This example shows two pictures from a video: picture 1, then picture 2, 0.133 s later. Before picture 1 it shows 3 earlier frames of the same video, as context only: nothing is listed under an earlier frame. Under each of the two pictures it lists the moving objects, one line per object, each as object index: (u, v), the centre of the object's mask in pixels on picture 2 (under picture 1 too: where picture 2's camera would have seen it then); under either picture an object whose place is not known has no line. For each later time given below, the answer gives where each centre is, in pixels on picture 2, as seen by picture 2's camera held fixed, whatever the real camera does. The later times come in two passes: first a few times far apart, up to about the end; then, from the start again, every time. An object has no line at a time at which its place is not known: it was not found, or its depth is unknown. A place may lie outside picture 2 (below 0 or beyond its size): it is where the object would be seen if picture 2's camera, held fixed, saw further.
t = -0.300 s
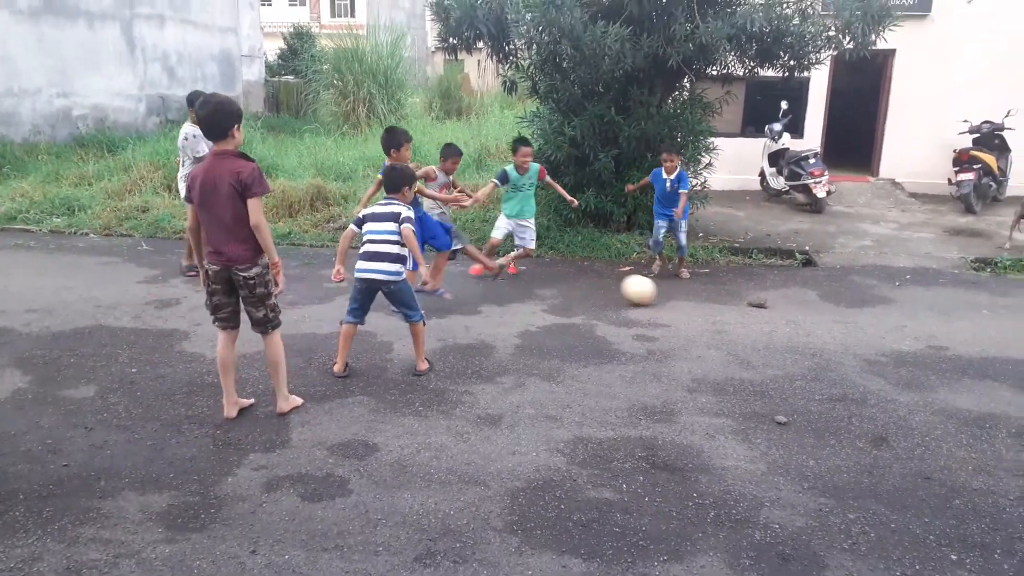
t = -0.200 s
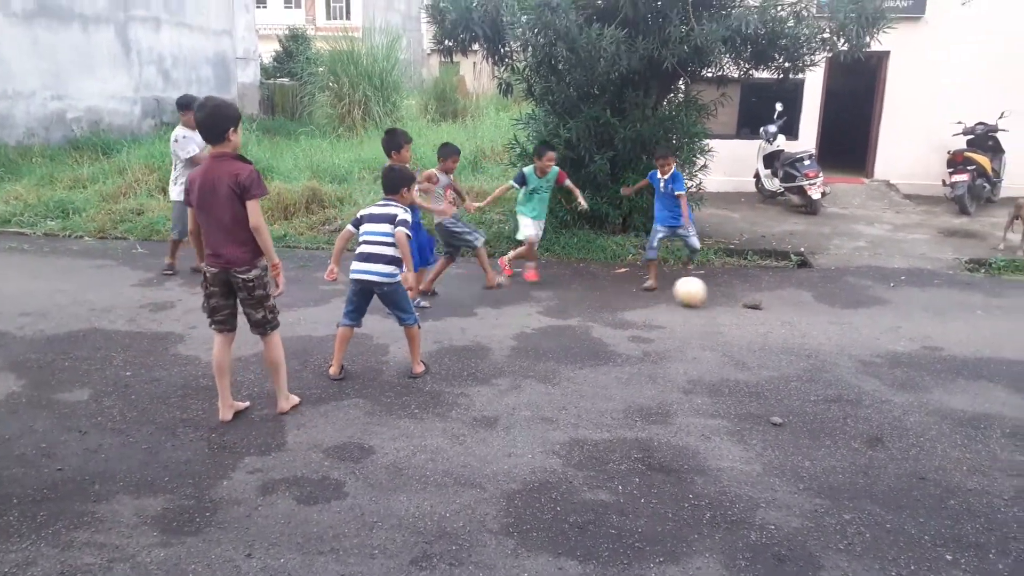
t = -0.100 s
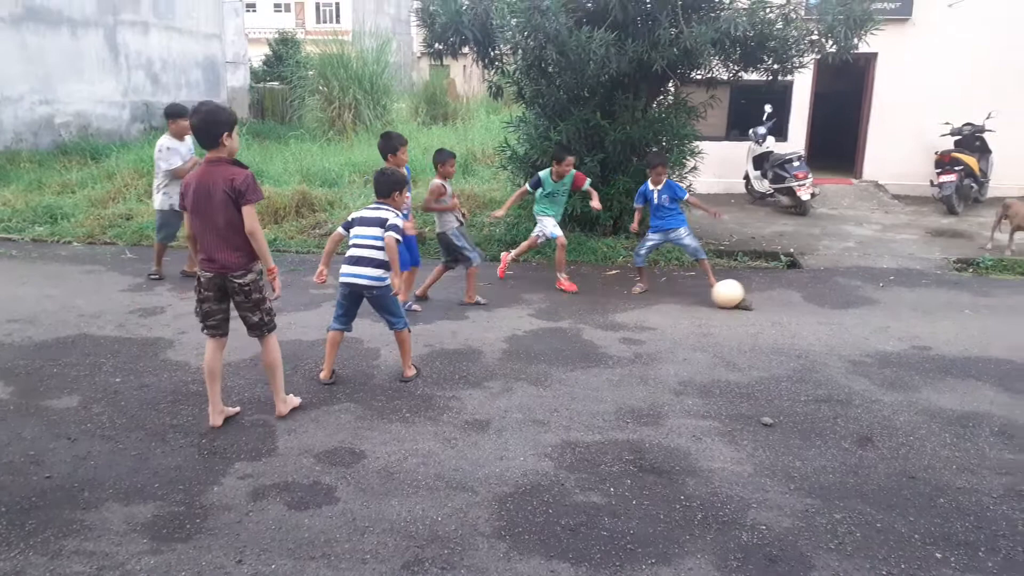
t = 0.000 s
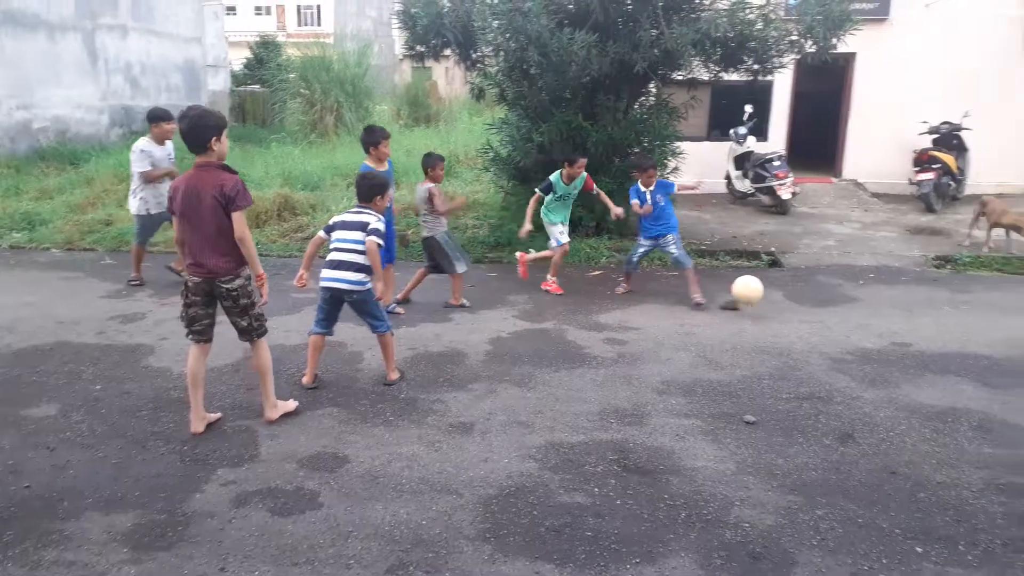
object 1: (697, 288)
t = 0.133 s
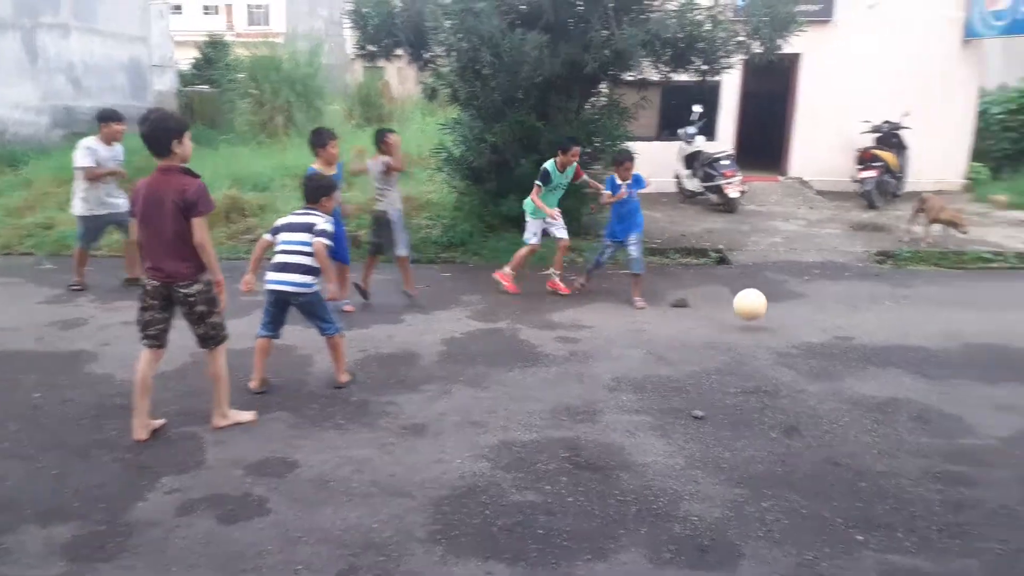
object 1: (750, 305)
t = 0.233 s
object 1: (793, 326)
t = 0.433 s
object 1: (875, 349)
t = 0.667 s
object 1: (989, 379)
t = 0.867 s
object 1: (1105, 411)
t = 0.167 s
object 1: (764, 314)
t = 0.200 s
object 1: (780, 324)
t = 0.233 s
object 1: (793, 326)
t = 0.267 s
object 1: (806, 327)
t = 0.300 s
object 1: (818, 332)
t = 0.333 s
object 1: (830, 337)
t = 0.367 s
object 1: (844, 341)
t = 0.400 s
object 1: (860, 345)
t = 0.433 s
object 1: (875, 349)
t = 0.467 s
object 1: (890, 352)
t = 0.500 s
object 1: (905, 357)
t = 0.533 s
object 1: (920, 360)
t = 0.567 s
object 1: (936, 364)
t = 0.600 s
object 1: (953, 369)
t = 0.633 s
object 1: (971, 374)
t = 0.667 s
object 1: (989, 379)
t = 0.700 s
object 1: (1007, 385)
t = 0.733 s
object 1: (1026, 389)
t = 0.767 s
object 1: (1045, 395)
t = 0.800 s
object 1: (1065, 399)
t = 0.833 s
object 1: (1085, 404)
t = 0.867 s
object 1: (1105, 411)
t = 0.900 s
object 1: (1126, 416)
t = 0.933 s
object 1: (1148, 423)
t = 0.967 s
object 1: (1171, 429)
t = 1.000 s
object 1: (1196, 436)
